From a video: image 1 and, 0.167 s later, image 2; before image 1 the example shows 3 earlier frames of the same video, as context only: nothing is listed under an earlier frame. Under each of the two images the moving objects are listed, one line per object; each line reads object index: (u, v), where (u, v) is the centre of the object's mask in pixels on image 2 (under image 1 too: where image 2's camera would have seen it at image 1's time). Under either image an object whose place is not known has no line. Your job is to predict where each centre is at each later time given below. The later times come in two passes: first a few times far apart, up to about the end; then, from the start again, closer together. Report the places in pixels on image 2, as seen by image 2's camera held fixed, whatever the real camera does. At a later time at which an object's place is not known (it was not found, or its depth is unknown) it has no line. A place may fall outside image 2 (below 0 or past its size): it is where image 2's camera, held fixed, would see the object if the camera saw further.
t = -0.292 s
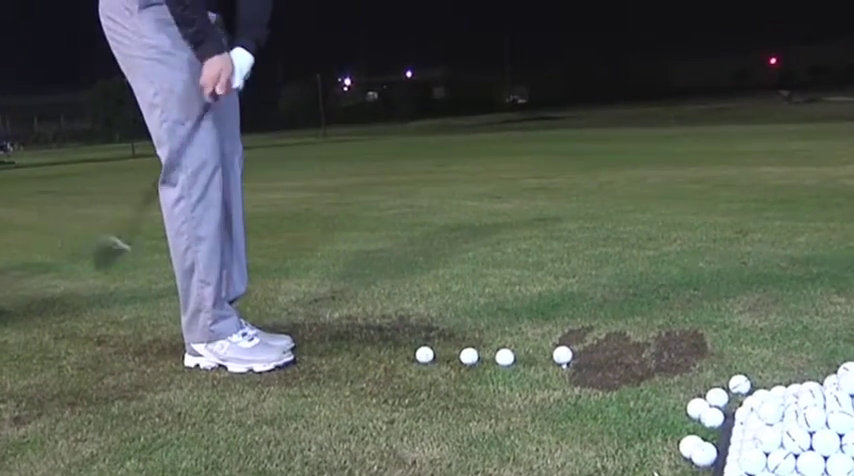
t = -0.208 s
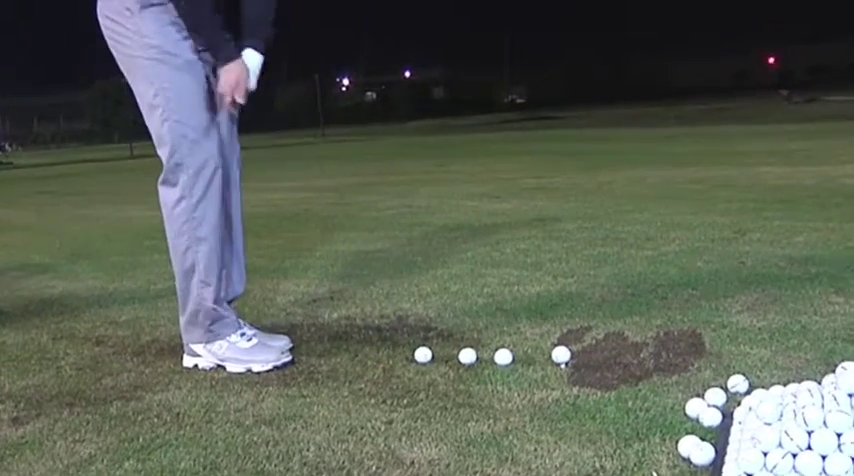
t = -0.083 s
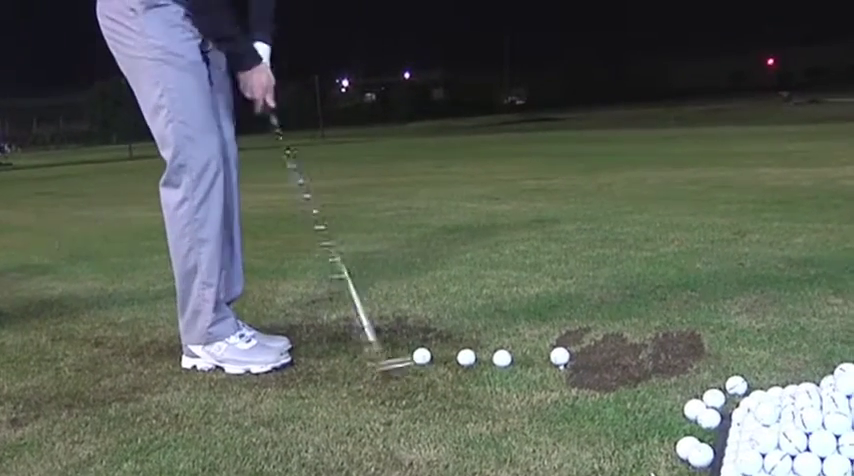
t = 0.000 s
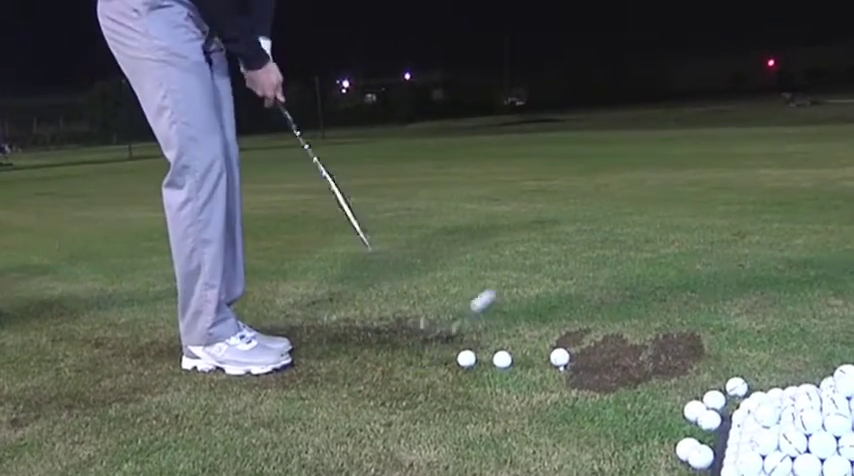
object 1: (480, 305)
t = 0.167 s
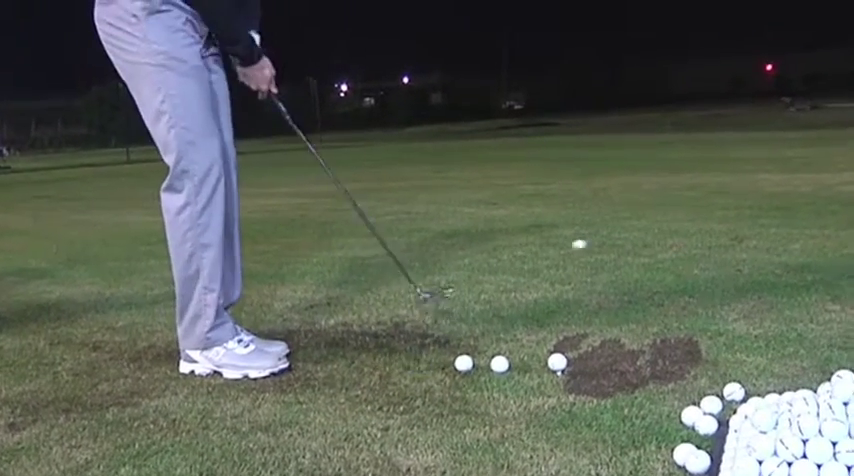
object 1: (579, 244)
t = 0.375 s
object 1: (631, 211)
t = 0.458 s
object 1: (643, 205)
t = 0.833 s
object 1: (680, 183)
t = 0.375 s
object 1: (631, 211)
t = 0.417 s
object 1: (638, 211)
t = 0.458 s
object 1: (643, 205)
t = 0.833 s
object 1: (680, 183)
